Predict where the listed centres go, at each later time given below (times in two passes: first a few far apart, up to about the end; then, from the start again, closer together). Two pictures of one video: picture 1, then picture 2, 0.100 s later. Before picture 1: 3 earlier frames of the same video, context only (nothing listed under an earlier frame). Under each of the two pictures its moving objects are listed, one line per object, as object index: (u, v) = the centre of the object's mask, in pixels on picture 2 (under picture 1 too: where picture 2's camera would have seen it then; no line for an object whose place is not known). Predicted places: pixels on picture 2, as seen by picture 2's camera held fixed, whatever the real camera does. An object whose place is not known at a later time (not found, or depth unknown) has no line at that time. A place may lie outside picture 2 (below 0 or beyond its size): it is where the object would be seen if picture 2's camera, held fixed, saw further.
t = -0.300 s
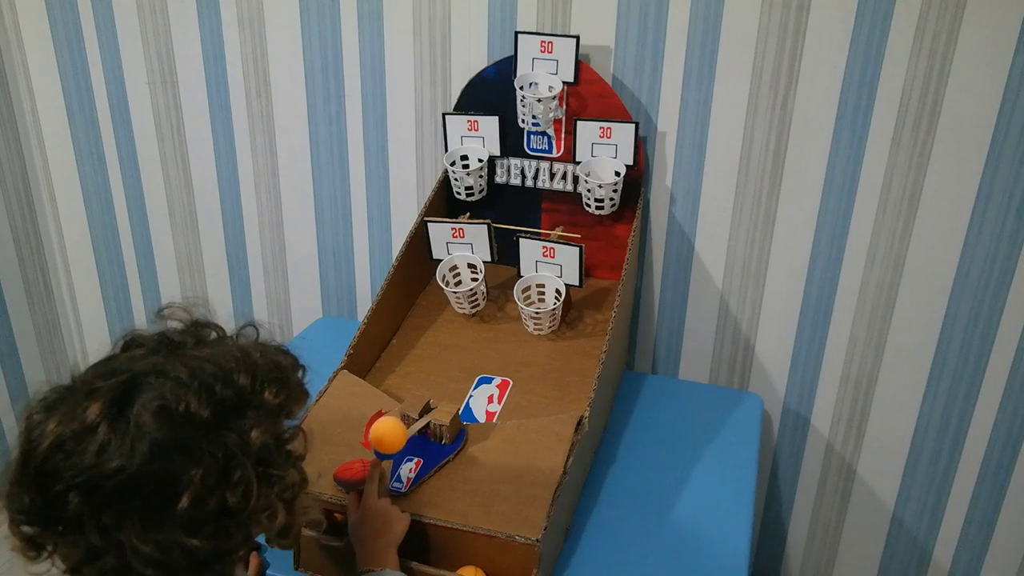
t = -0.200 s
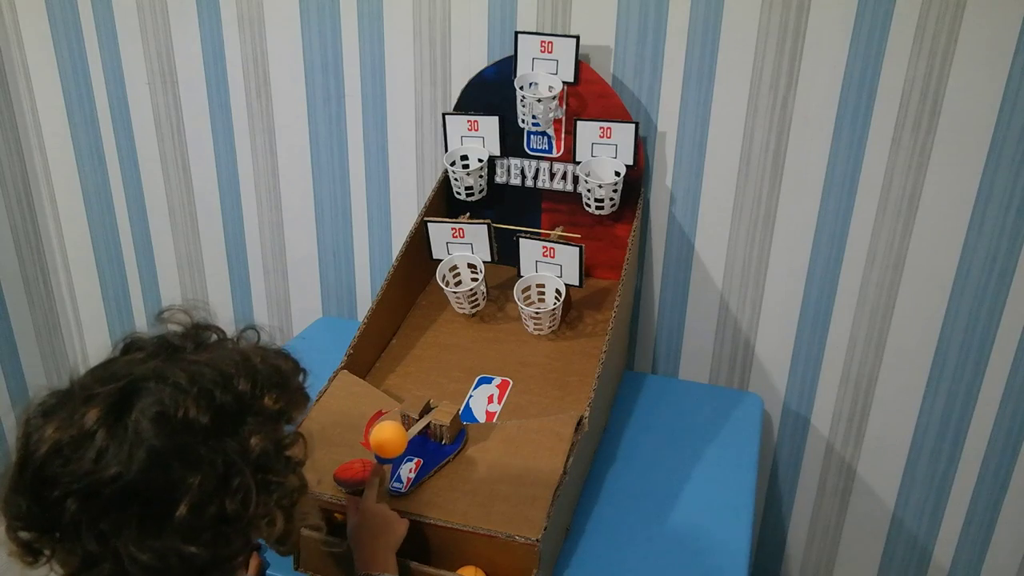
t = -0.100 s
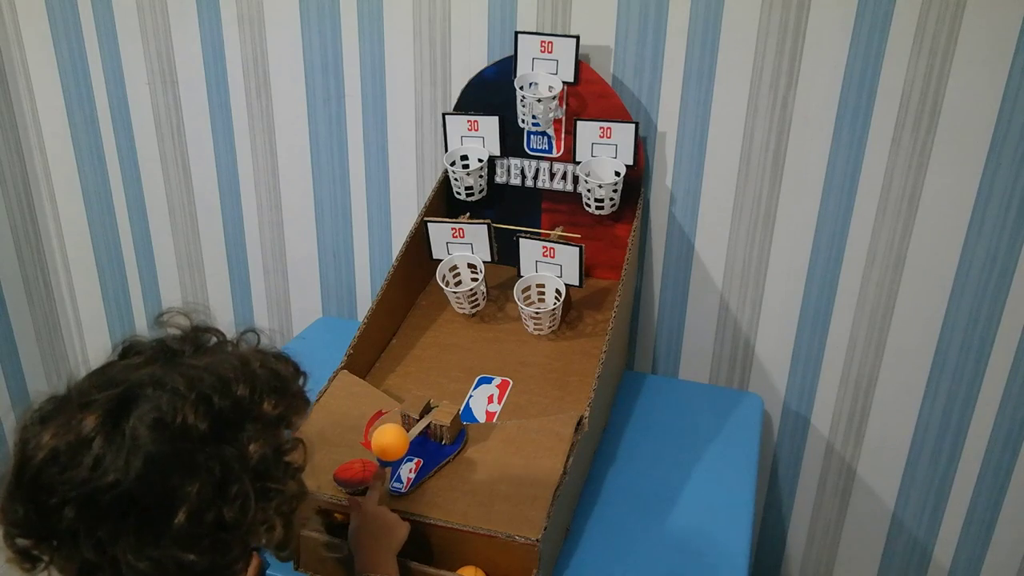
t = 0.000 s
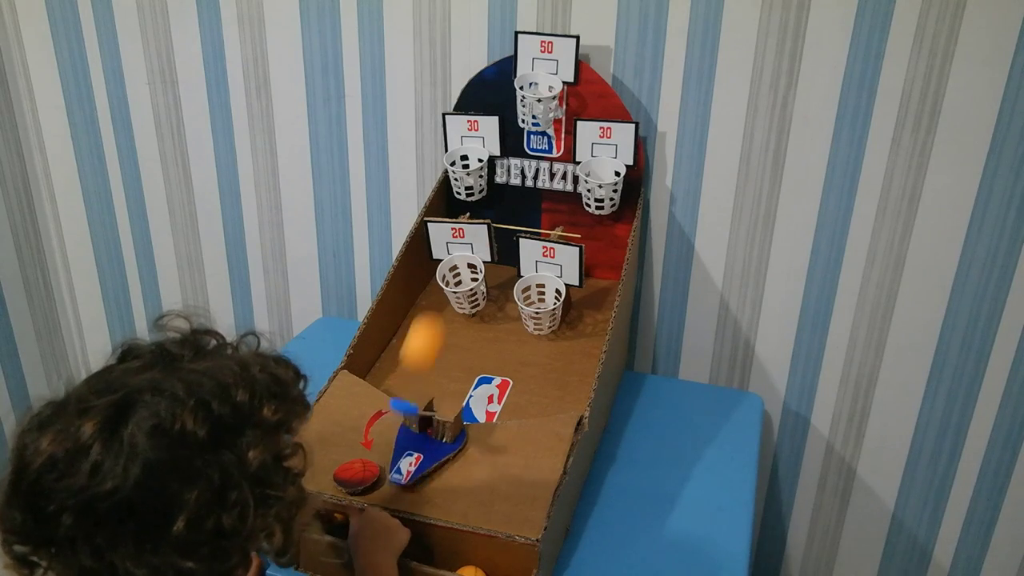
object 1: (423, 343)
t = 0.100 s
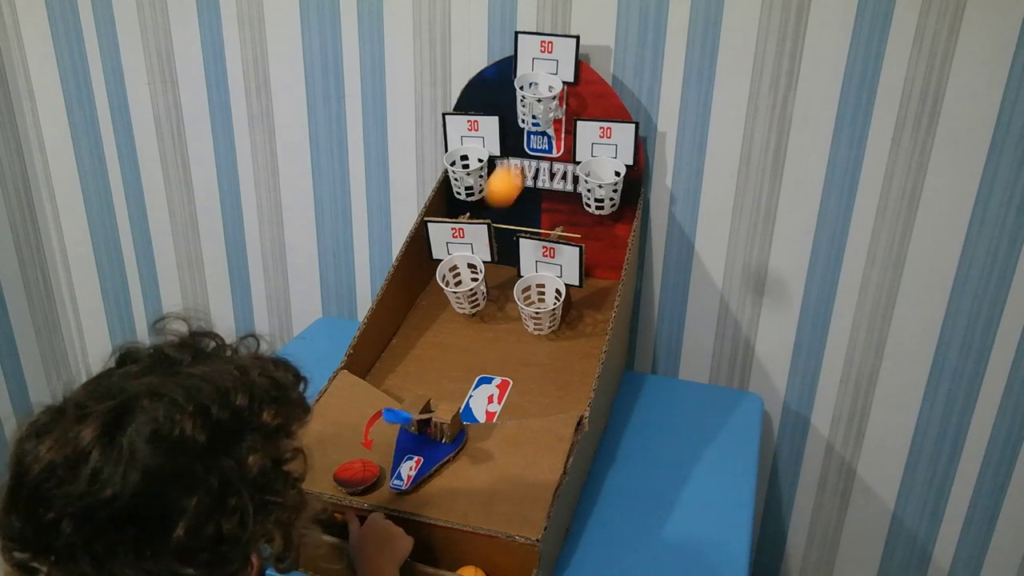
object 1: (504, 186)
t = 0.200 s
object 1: (572, 124)
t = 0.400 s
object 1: (638, 174)
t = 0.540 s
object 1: (669, 286)
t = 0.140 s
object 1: (533, 149)
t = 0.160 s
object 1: (547, 136)
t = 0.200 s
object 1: (572, 124)
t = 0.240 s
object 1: (594, 123)
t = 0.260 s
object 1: (603, 127)
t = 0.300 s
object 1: (622, 144)
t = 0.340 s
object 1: (631, 156)
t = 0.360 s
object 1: (633, 161)
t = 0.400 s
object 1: (638, 174)
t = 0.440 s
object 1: (642, 197)
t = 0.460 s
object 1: (644, 213)
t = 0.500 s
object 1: (656, 247)
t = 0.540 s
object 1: (669, 286)
